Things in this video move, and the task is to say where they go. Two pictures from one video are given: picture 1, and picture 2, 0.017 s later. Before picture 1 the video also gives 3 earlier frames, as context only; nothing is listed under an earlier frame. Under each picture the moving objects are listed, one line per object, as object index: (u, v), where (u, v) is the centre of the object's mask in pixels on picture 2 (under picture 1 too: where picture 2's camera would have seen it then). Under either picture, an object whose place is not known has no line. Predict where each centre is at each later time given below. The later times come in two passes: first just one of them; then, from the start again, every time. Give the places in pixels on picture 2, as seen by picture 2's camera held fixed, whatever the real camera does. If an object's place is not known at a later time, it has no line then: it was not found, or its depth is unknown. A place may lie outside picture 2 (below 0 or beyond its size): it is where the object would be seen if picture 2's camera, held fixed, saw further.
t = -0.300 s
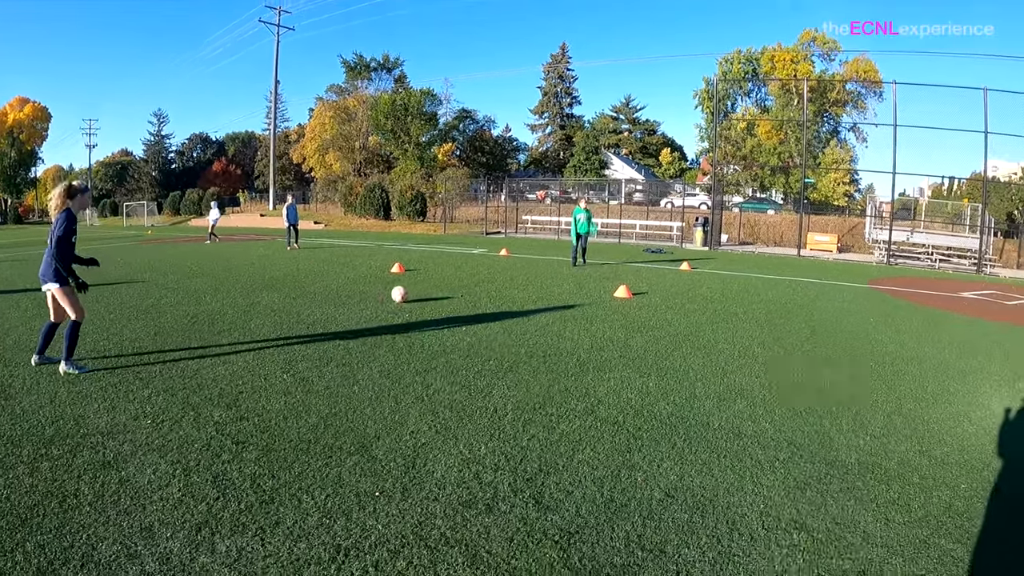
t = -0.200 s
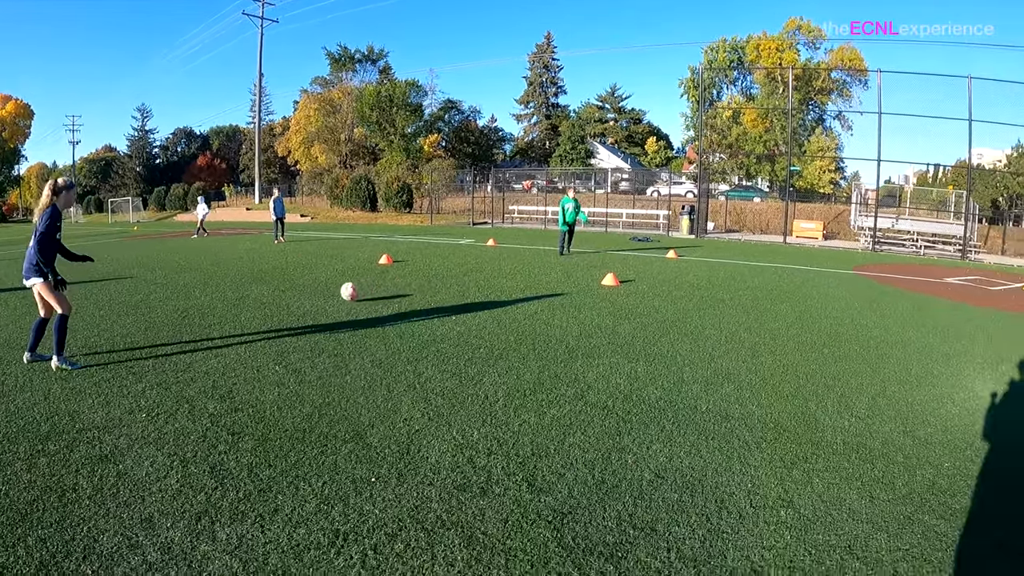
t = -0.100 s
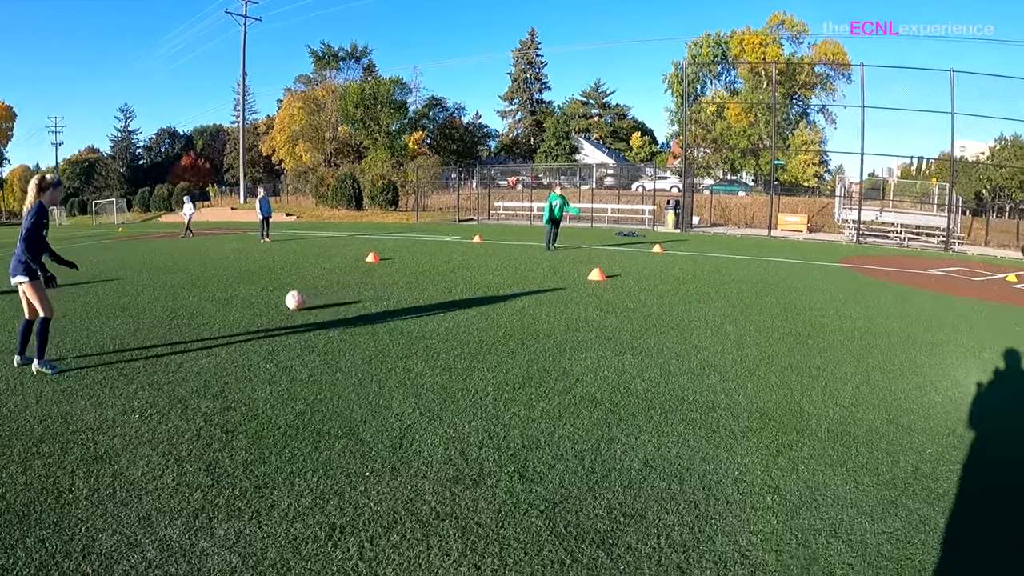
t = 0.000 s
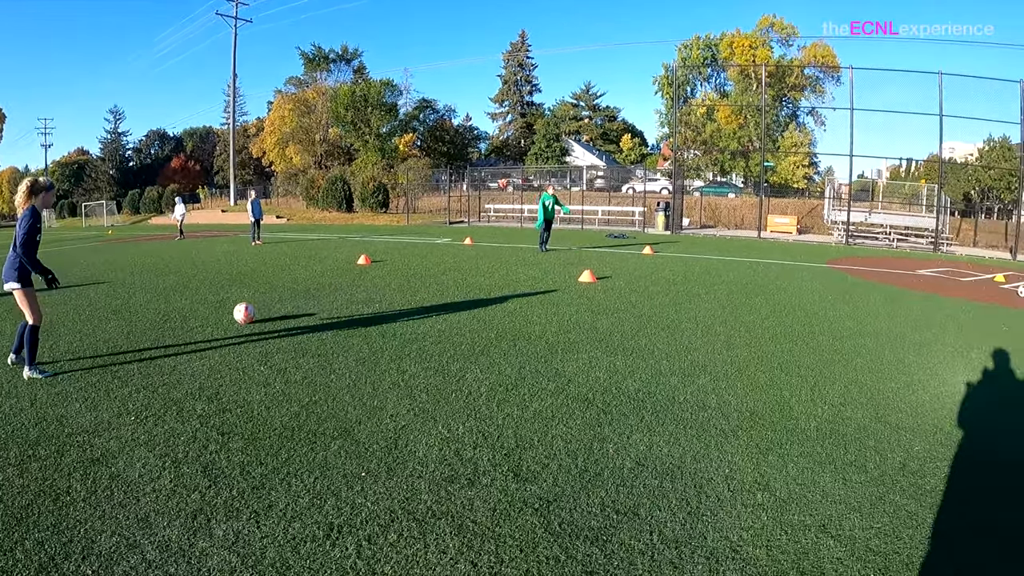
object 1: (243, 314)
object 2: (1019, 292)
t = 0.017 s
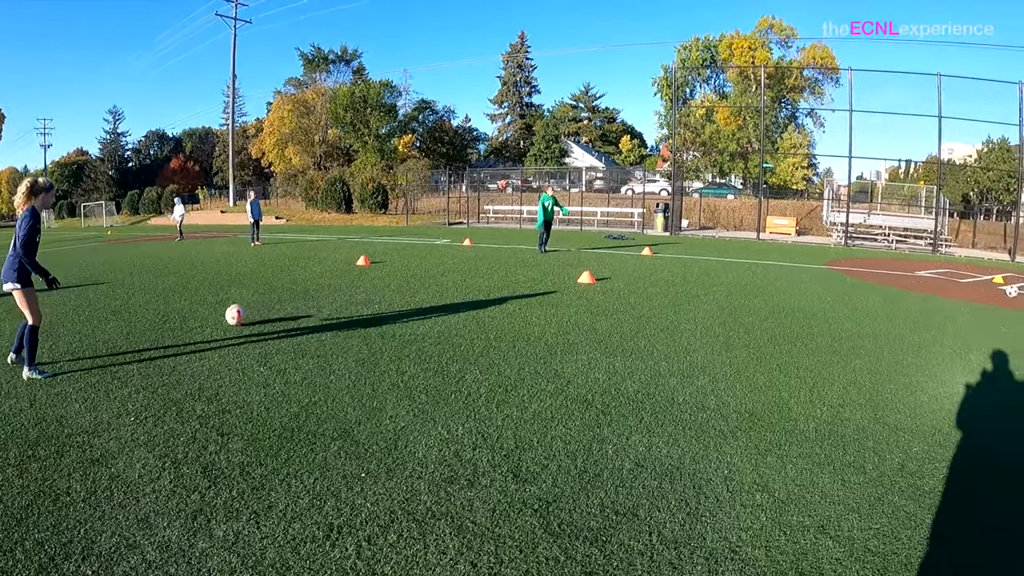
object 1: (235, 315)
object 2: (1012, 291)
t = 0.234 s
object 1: (139, 338)
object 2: (881, 274)
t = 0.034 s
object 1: (227, 317)
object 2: (1001, 290)
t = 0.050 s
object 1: (221, 319)
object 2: (991, 288)
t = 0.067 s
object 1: (213, 321)
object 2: (981, 286)
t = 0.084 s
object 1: (206, 323)
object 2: (971, 285)
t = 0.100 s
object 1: (198, 324)
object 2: (961, 283)
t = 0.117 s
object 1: (191, 325)
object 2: (950, 282)
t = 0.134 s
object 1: (183, 327)
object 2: (939, 278)
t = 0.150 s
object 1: (175, 329)
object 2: (930, 279)
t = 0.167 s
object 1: (168, 332)
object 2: (920, 278)
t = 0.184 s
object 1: (162, 333)
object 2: (911, 278)
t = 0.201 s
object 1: (155, 334)
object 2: (901, 276)
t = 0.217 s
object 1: (147, 336)
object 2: (891, 275)
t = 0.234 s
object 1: (139, 338)
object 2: (881, 274)
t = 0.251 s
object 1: (134, 340)
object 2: (872, 273)
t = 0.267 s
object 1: (129, 341)
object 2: (862, 273)
